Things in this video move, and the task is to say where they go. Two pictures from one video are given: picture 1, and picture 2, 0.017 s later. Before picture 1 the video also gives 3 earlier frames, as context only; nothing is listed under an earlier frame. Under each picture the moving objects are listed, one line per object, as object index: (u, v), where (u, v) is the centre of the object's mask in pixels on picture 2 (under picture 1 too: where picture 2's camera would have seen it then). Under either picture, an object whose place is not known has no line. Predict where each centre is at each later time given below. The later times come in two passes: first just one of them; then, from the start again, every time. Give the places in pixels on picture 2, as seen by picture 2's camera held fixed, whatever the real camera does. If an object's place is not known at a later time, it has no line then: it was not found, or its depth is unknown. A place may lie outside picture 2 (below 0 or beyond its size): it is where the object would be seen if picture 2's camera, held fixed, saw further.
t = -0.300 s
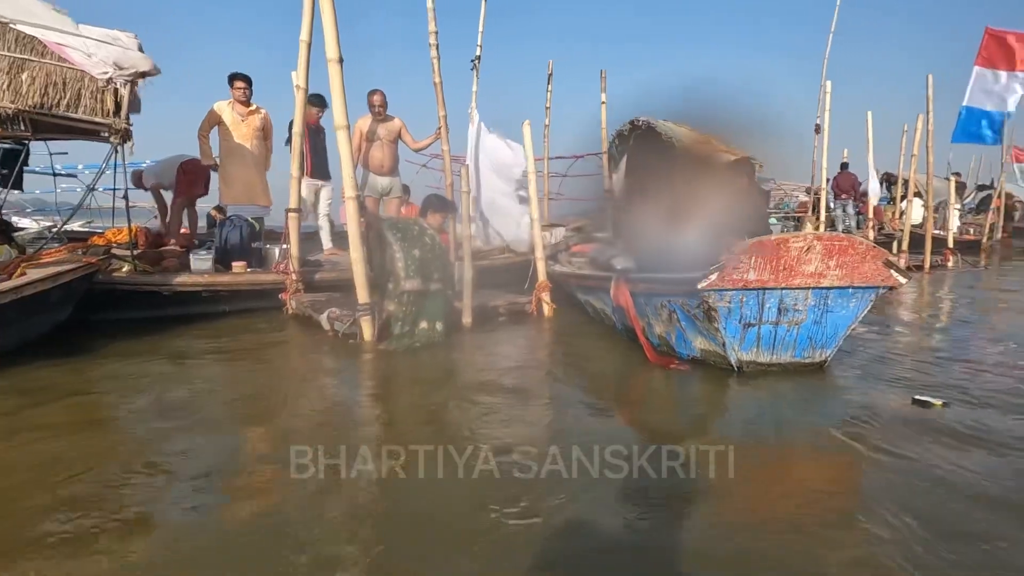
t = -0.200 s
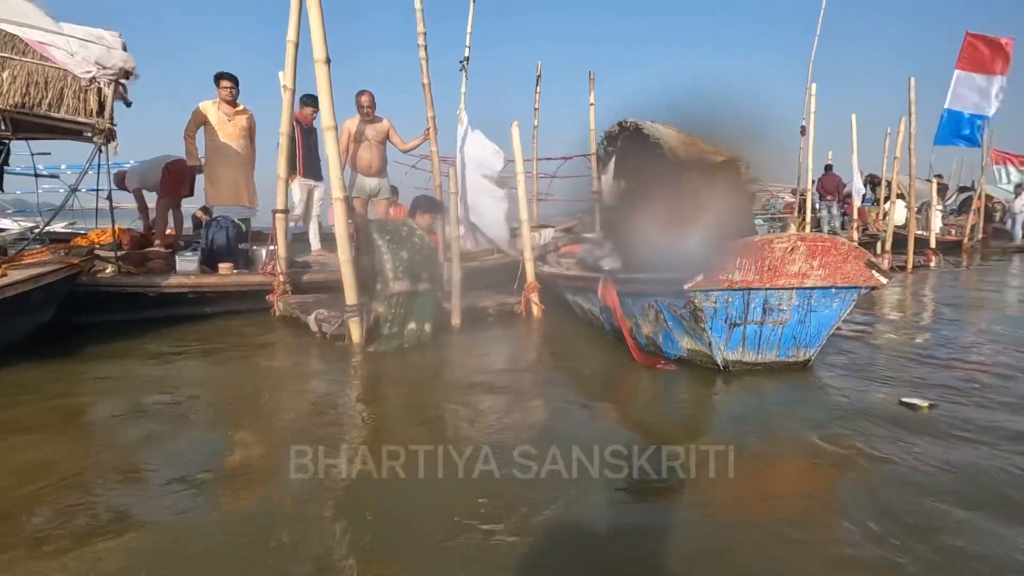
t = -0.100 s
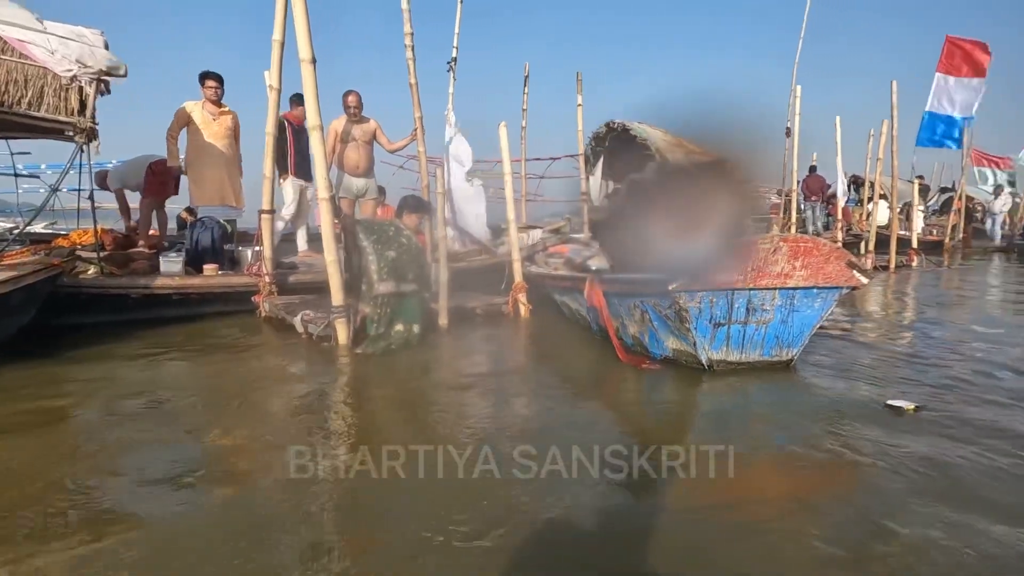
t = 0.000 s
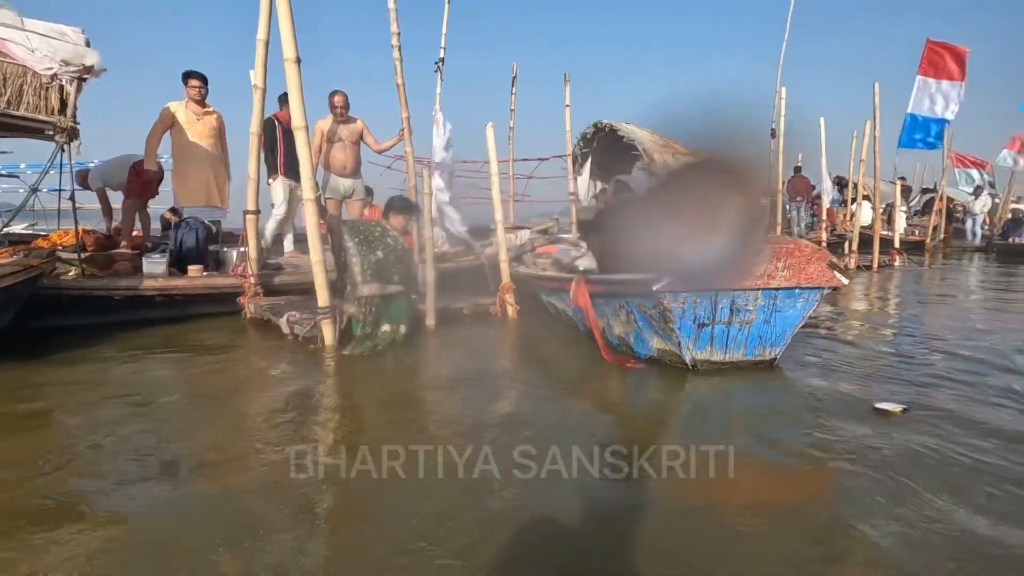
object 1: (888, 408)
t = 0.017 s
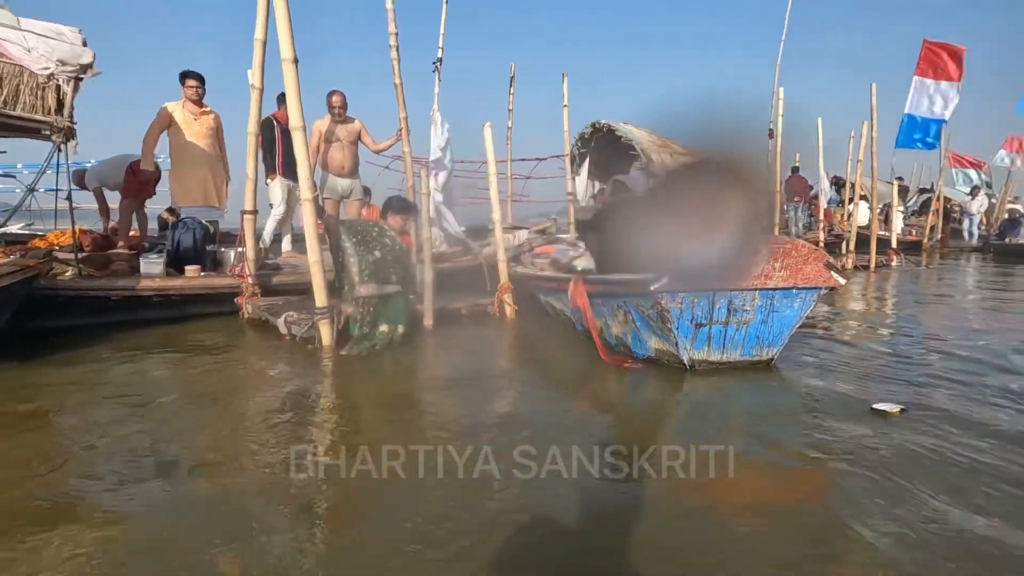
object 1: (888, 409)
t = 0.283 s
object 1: (888, 424)
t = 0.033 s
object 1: (888, 410)
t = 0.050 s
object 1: (889, 411)
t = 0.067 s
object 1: (890, 411)
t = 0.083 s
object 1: (889, 413)
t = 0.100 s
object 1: (890, 414)
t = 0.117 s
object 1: (889, 415)
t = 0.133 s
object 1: (890, 415)
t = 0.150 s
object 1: (890, 416)
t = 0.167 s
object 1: (890, 417)
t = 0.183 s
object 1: (890, 418)
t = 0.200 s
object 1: (889, 419)
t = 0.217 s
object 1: (889, 420)
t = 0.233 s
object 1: (889, 421)
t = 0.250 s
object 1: (889, 422)
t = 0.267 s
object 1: (888, 423)
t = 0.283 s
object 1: (888, 424)
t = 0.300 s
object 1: (888, 425)
